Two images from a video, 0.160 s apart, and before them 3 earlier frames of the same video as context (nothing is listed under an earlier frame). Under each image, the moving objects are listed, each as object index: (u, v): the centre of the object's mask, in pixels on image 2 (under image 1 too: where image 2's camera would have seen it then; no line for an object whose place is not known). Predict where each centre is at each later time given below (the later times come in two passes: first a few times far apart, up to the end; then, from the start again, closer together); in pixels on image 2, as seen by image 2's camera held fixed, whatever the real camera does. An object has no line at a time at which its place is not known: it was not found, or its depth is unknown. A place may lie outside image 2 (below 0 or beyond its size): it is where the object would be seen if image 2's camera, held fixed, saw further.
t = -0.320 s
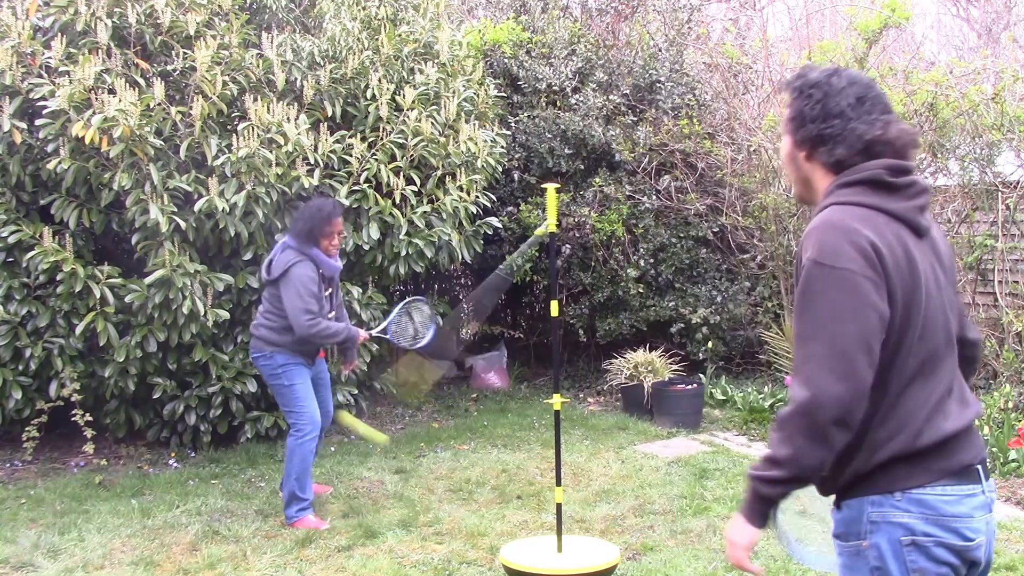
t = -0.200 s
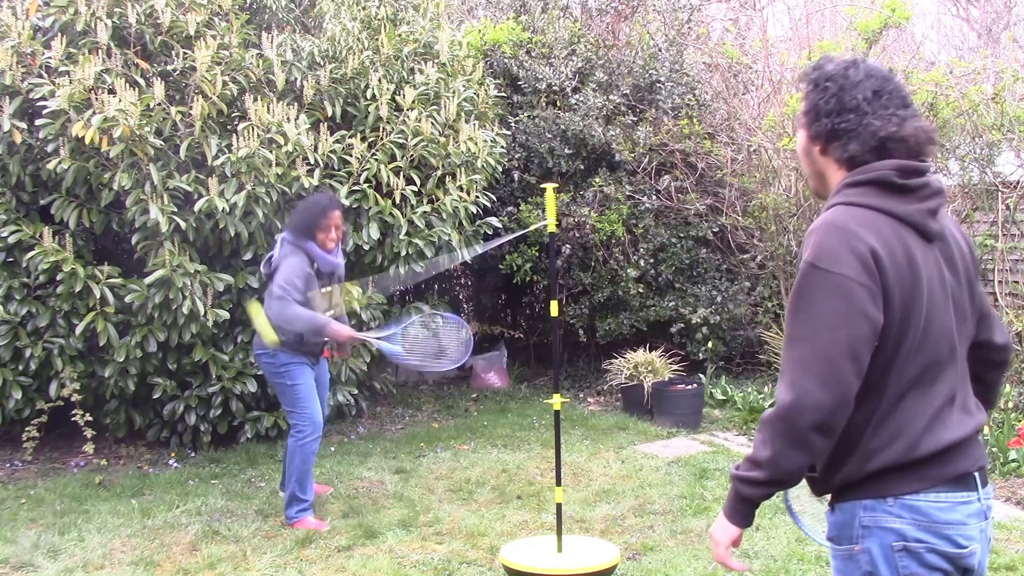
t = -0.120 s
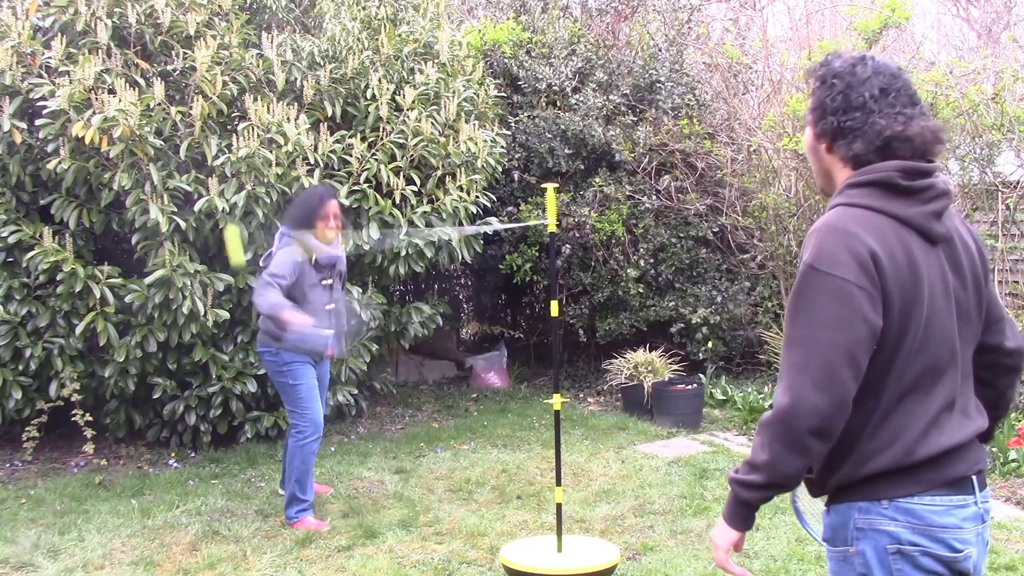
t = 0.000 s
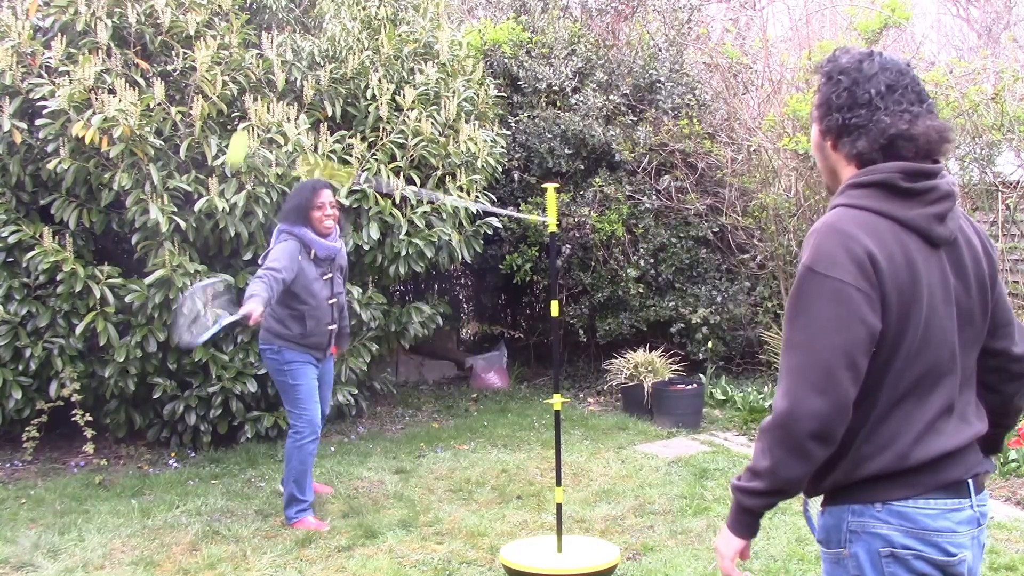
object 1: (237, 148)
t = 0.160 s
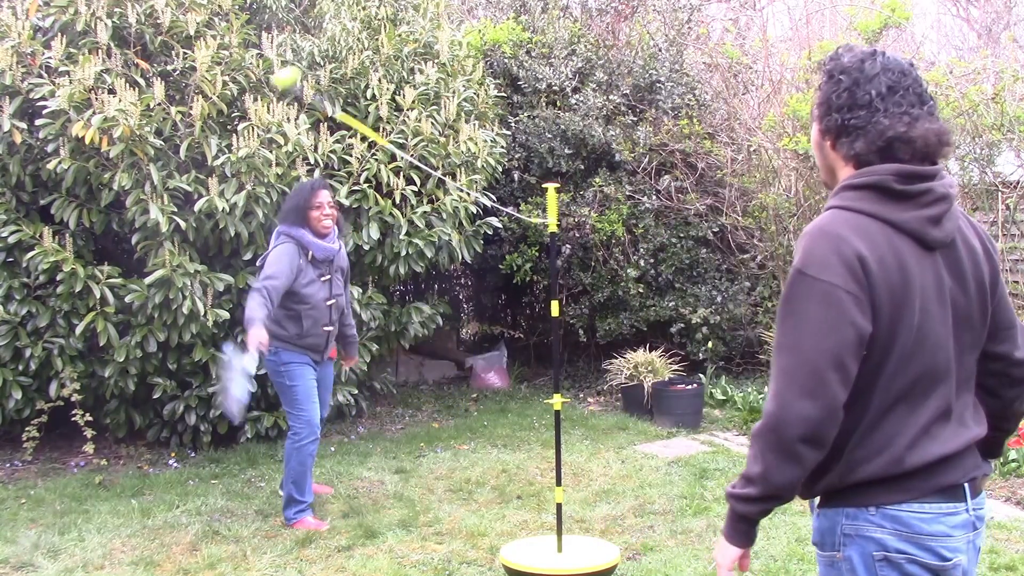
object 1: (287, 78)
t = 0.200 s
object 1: (302, 71)
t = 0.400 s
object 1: (402, 131)
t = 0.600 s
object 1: (538, 362)
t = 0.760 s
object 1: (635, 513)
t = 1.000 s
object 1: (623, 426)
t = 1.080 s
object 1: (595, 364)
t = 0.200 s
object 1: (302, 71)
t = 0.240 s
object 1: (320, 70)
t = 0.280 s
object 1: (339, 76)
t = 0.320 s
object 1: (358, 88)
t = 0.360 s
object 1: (379, 105)
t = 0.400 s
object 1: (402, 131)
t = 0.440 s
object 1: (426, 164)
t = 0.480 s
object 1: (450, 204)
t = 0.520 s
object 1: (478, 257)
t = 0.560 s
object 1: (507, 310)
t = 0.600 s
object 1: (538, 362)
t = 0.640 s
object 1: (569, 412)
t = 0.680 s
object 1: (596, 455)
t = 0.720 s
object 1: (619, 490)
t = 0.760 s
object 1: (635, 513)
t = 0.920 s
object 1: (642, 479)
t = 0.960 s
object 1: (635, 457)
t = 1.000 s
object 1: (623, 426)
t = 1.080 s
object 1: (595, 364)
